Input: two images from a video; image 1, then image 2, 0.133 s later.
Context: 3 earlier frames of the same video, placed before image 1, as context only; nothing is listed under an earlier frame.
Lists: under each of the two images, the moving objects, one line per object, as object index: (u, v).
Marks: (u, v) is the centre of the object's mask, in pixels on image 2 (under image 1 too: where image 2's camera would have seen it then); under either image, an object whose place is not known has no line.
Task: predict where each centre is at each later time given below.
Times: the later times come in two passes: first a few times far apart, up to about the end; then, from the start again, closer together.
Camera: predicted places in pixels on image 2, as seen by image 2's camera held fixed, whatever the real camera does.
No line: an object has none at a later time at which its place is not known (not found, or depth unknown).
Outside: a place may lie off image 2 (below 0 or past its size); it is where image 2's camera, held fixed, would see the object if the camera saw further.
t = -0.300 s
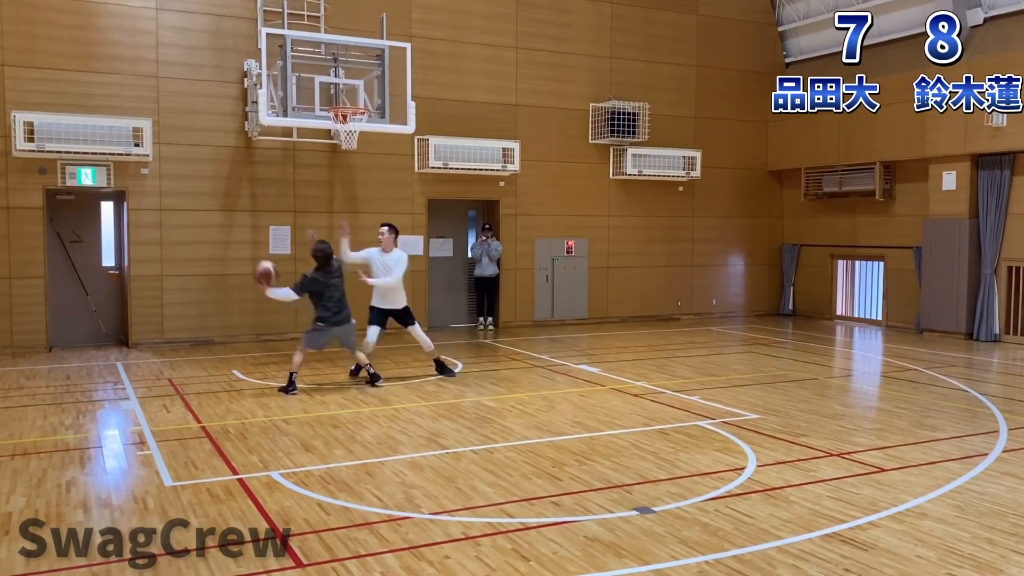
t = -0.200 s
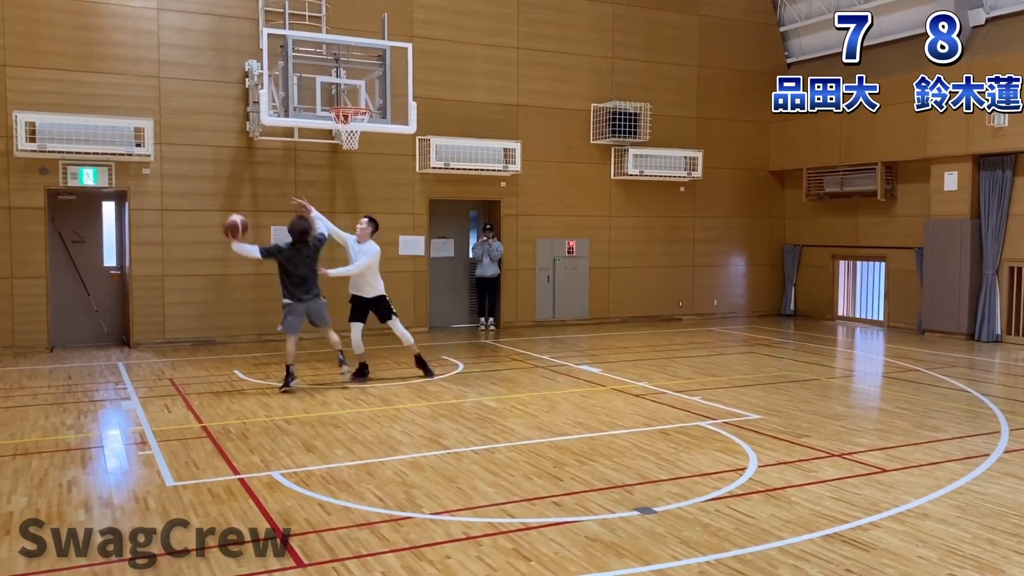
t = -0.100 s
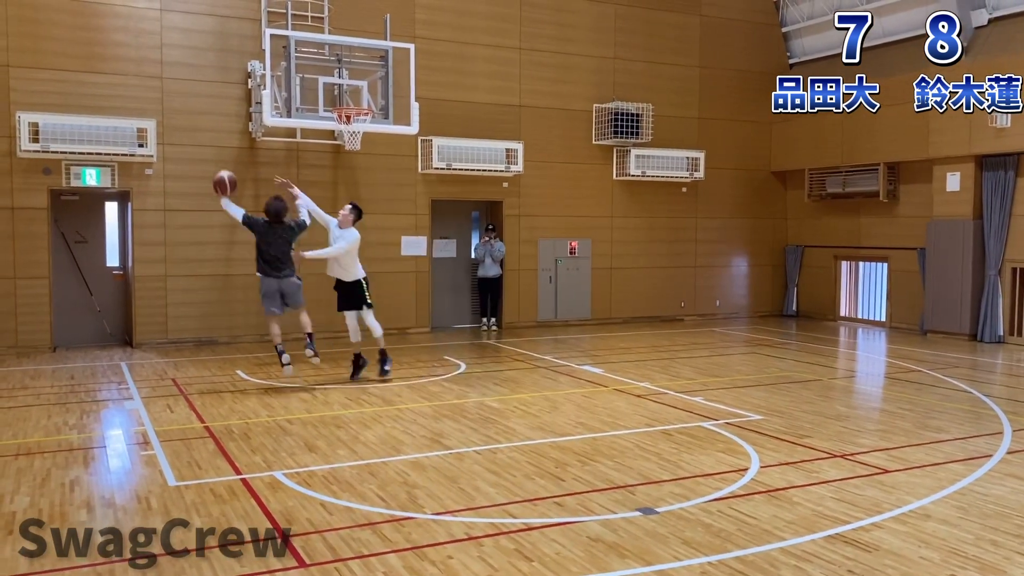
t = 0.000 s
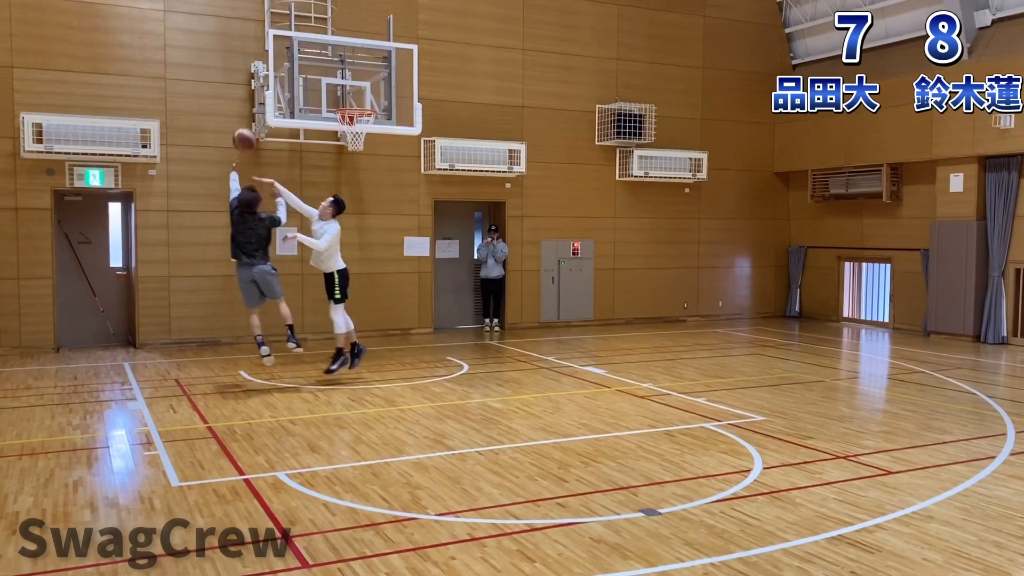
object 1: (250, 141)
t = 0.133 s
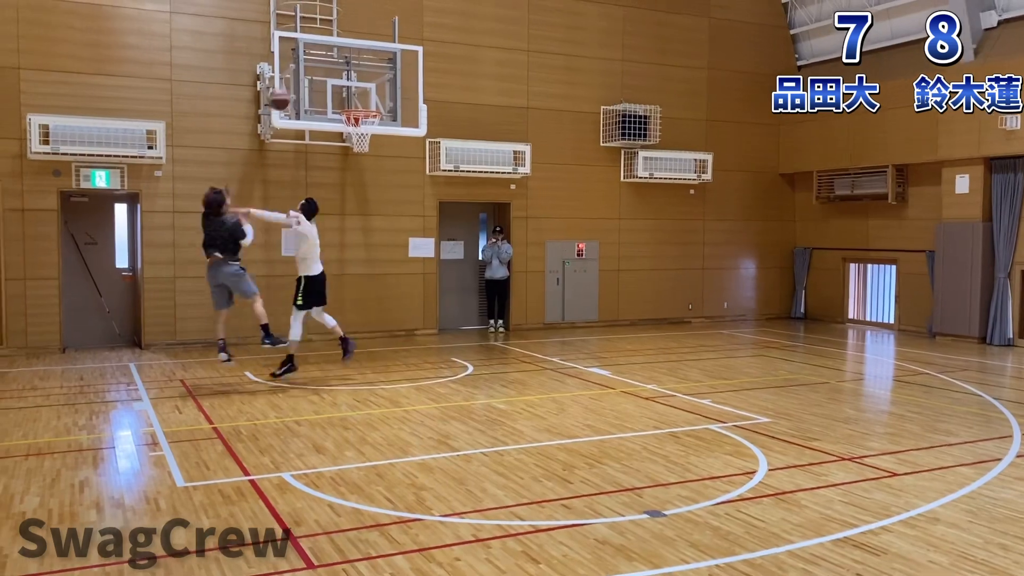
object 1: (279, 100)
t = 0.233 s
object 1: (296, 79)
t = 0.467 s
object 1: (340, 71)
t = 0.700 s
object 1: (380, 96)
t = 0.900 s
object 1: (413, 142)
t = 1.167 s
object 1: (458, 250)
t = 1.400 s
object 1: (490, 340)
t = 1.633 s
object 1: (507, 254)
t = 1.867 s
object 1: (524, 211)
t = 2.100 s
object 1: (540, 213)
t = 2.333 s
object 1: (554, 260)
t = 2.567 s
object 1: (568, 350)
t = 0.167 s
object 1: (285, 92)
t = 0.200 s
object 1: (293, 85)
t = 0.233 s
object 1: (296, 79)
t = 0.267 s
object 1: (304, 76)
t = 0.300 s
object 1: (310, 73)
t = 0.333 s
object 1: (316, 70)
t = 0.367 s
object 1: (322, 69)
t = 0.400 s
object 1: (329, 68)
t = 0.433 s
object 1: (335, 69)
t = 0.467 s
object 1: (340, 71)
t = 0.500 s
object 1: (346, 73)
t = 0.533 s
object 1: (352, 77)
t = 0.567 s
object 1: (358, 81)
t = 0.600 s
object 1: (364, 85)
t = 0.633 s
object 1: (371, 88)
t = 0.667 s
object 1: (376, 92)
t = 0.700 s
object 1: (380, 96)
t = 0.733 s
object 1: (386, 103)
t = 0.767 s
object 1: (391, 108)
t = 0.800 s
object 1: (398, 115)
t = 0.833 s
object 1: (403, 123)
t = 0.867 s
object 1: (408, 132)
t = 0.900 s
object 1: (413, 142)
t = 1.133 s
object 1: (452, 234)
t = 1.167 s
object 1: (458, 250)
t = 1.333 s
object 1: (482, 344)
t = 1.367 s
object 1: (487, 356)
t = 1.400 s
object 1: (490, 340)
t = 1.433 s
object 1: (493, 325)
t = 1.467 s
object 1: (496, 311)
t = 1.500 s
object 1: (498, 298)
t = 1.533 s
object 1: (501, 286)
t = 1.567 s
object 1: (503, 275)
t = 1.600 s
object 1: (505, 264)
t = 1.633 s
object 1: (507, 254)
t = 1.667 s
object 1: (510, 245)
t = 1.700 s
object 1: (512, 237)
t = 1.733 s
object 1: (515, 230)
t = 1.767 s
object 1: (517, 224)
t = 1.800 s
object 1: (519, 218)
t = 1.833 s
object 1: (522, 215)
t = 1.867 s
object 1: (524, 211)
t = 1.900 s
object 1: (527, 209)
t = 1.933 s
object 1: (529, 207)
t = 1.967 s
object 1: (531, 206)
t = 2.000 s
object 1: (533, 207)
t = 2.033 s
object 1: (535, 208)
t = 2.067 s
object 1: (537, 210)
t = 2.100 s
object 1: (540, 213)
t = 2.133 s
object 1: (542, 217)
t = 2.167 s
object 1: (544, 222)
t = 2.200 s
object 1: (546, 228)
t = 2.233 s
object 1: (548, 235)
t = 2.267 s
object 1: (550, 241)
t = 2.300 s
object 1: (552, 250)
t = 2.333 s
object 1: (554, 260)
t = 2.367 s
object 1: (557, 269)
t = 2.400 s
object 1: (558, 281)
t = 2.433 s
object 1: (560, 293)
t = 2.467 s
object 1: (563, 306)
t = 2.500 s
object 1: (565, 320)
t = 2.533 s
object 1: (566, 334)
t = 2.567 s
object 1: (568, 350)
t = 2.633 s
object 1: (572, 352)
